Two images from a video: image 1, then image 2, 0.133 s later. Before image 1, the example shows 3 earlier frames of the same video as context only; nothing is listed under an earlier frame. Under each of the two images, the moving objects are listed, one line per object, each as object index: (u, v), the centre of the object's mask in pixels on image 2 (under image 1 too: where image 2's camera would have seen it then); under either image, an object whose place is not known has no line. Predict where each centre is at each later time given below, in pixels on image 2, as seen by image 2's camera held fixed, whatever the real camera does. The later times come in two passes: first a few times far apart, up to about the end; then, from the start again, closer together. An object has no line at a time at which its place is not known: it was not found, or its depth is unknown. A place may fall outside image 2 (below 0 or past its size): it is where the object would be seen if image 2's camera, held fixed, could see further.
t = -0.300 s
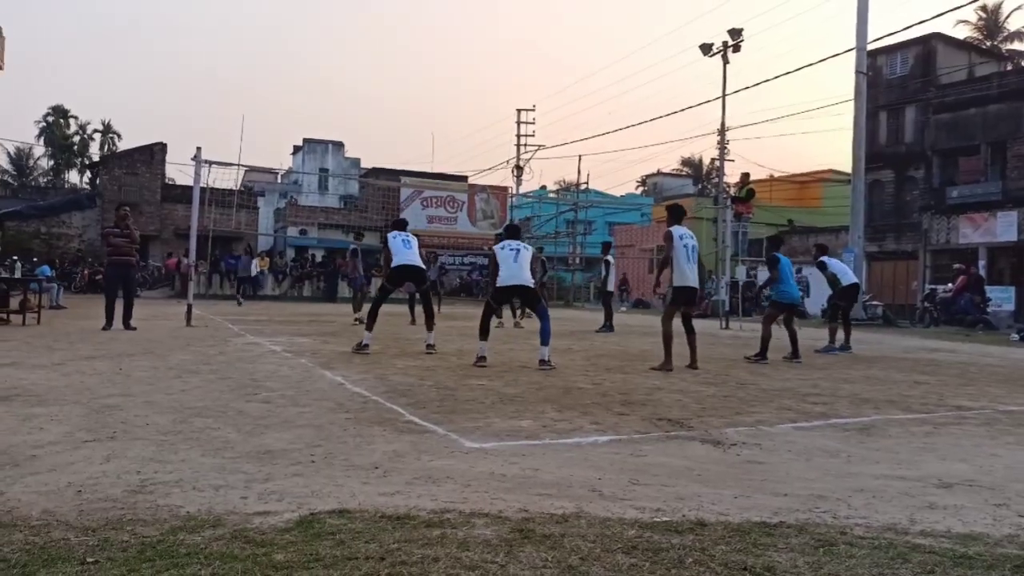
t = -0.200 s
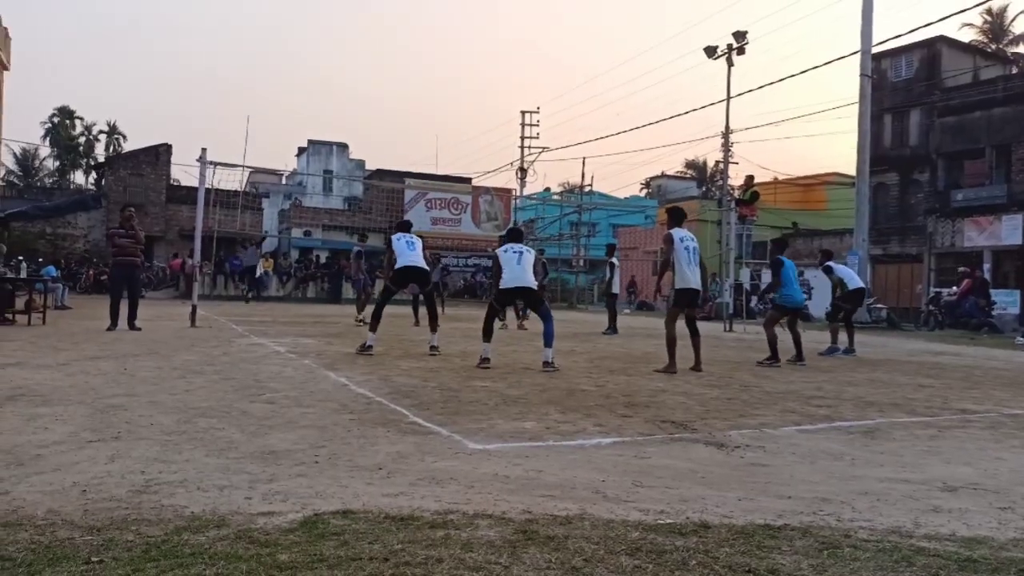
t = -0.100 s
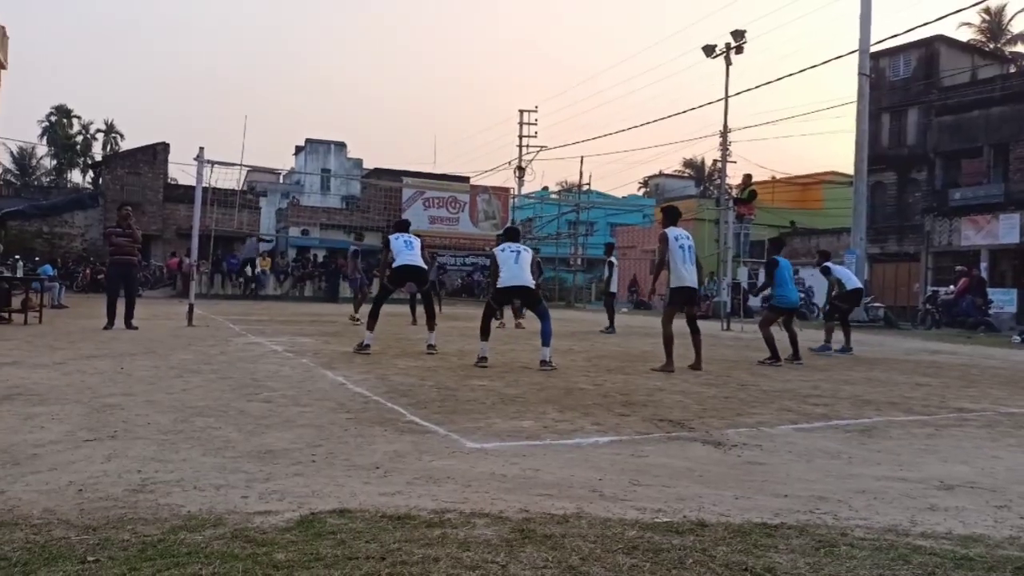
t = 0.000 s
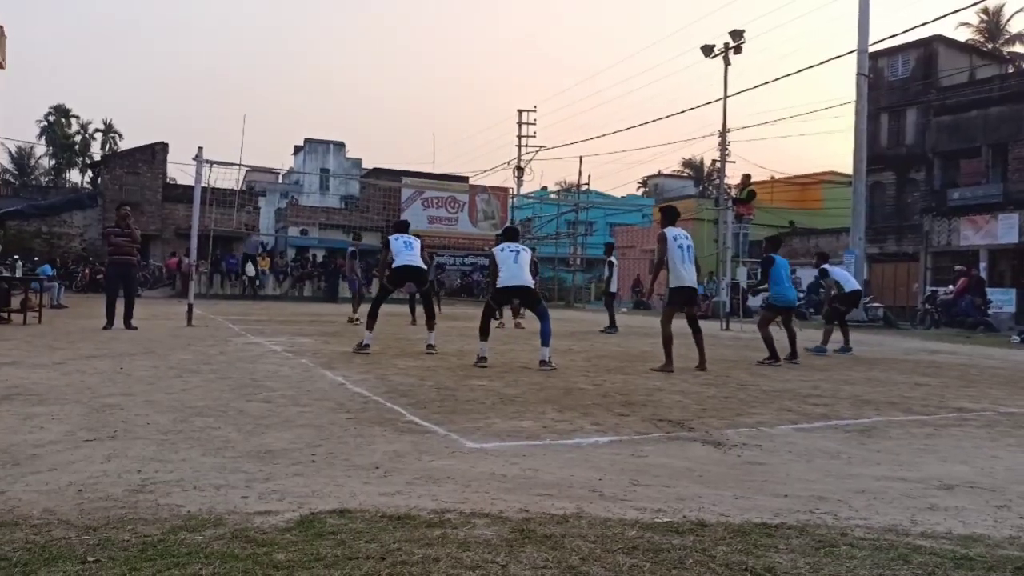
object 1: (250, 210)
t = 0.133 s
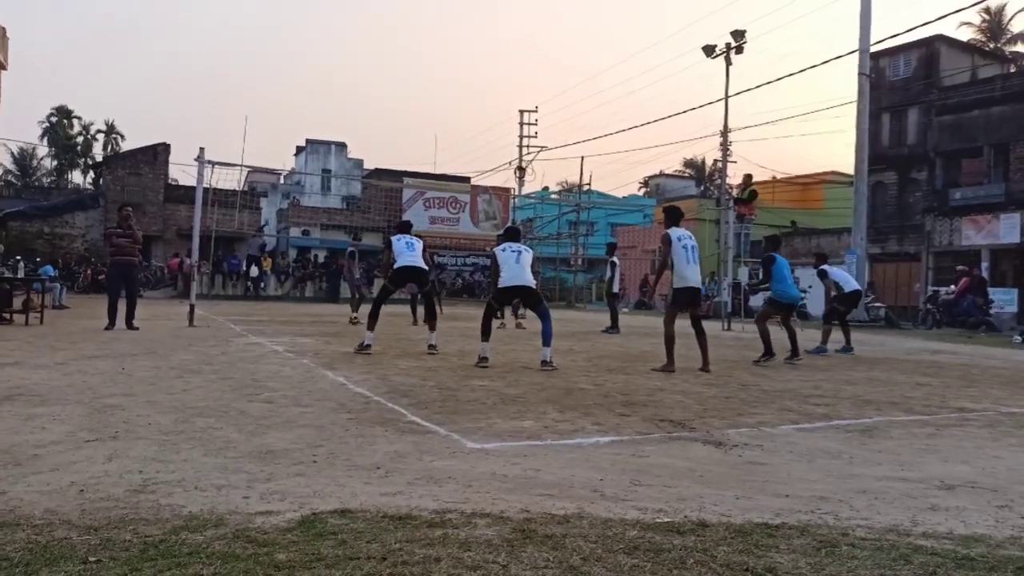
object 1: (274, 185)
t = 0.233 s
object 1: (299, 163)
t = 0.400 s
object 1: (349, 133)
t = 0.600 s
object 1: (424, 116)
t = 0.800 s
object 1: (524, 129)
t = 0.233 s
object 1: (299, 163)
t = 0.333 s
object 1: (328, 144)
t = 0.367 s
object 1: (338, 138)
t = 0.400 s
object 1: (349, 133)
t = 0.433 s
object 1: (360, 129)
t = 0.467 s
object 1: (371, 126)
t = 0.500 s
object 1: (383, 122)
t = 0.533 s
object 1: (396, 119)
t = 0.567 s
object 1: (409, 117)
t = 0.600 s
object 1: (424, 116)
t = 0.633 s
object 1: (438, 116)
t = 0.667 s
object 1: (454, 117)
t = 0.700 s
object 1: (470, 118)
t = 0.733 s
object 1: (487, 121)
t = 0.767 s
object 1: (505, 124)
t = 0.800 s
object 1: (524, 129)
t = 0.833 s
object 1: (545, 135)
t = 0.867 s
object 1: (566, 143)
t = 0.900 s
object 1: (589, 152)
